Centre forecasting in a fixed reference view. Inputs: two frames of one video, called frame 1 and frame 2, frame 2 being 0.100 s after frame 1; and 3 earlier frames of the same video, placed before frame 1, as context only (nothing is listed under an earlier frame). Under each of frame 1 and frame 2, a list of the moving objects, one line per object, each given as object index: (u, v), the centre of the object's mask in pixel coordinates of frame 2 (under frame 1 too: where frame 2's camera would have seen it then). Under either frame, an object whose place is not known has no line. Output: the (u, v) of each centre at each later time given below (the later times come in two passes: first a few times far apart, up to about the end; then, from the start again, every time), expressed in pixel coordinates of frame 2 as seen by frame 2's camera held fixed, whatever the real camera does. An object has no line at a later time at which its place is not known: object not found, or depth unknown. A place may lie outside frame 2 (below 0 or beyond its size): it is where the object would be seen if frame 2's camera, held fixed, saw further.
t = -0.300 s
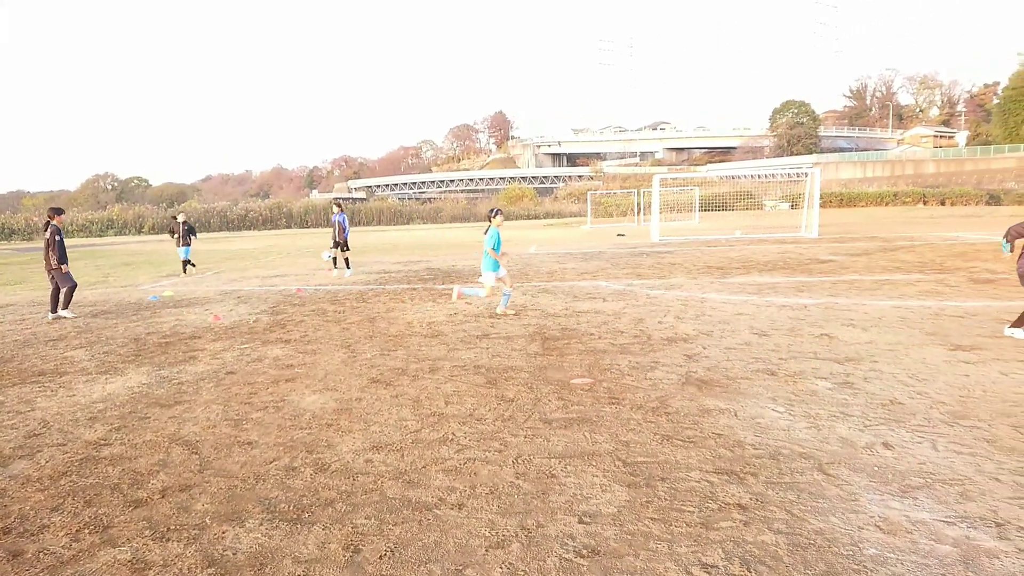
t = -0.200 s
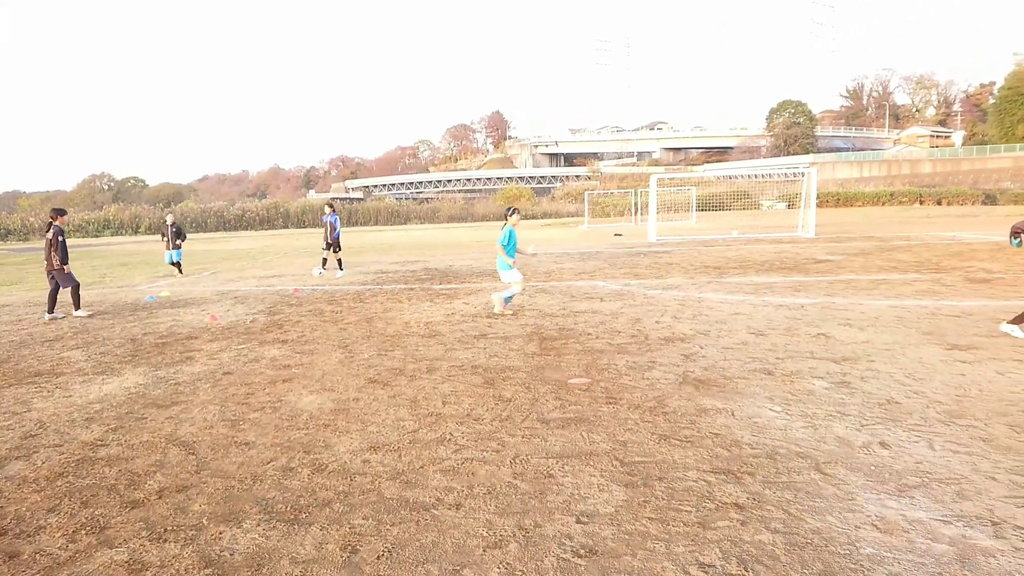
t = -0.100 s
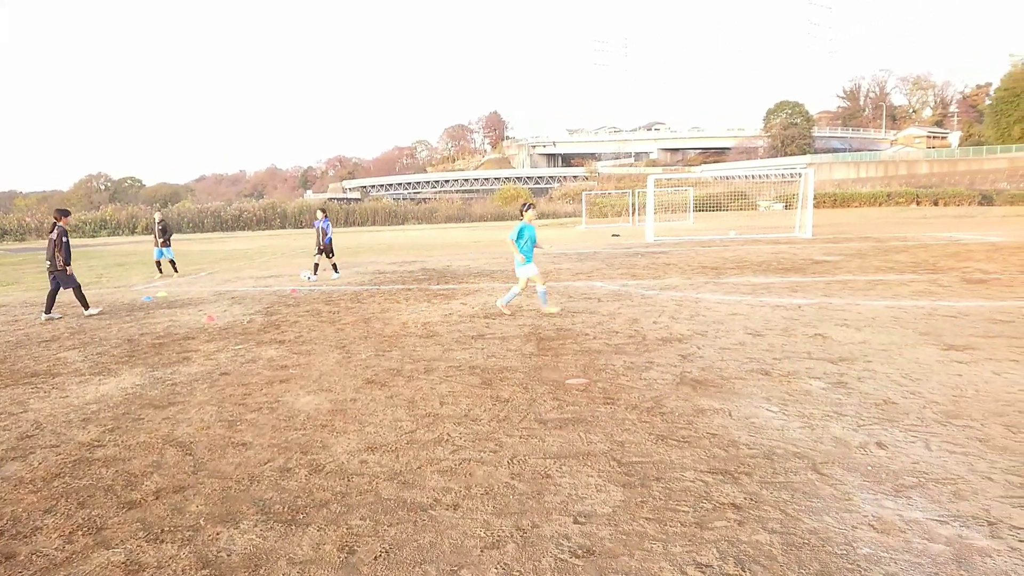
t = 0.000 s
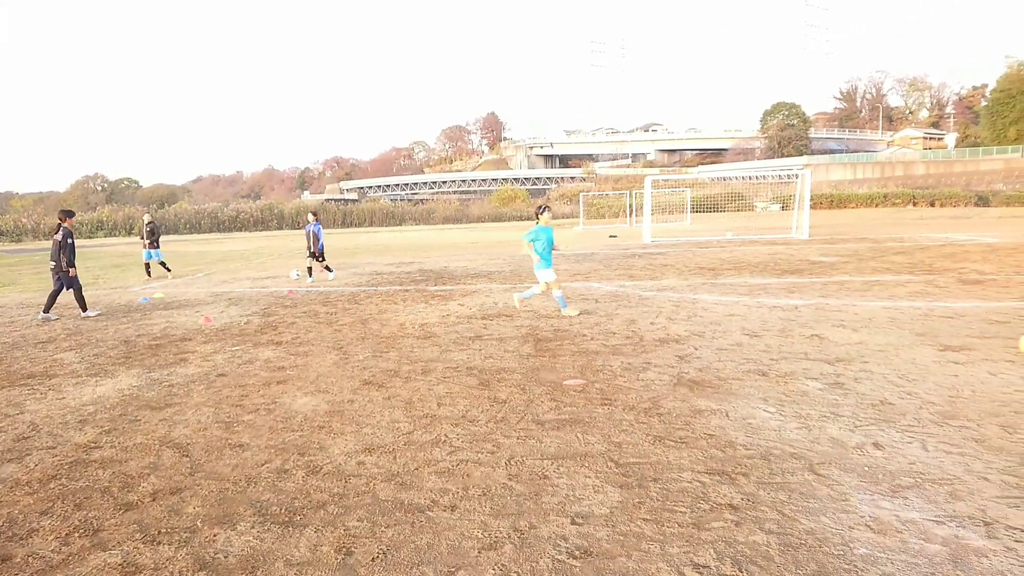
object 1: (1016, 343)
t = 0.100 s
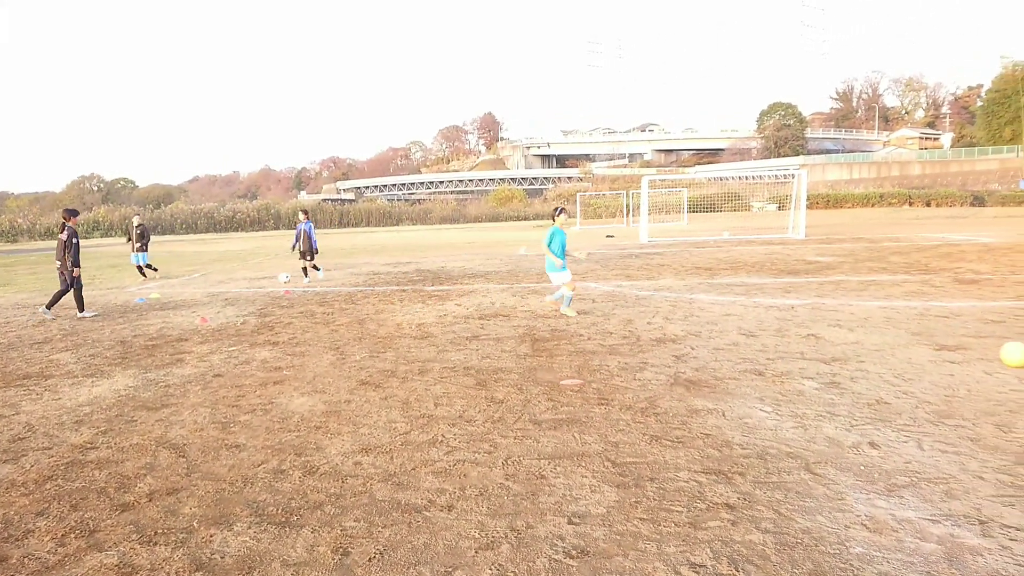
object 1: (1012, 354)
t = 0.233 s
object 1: (1002, 364)
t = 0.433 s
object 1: (986, 377)
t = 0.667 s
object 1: (966, 399)
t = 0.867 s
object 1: (944, 419)
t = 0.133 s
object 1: (1011, 355)
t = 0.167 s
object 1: (1009, 357)
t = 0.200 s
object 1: (1005, 360)
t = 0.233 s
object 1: (1002, 364)
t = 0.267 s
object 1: (999, 366)
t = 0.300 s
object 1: (997, 366)
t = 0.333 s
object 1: (994, 368)
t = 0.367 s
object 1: (991, 372)
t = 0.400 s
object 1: (989, 376)
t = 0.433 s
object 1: (986, 377)
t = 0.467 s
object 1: (983, 379)
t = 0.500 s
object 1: (981, 383)
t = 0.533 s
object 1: (978, 386)
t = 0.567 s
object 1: (975, 388)
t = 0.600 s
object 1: (972, 392)
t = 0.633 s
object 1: (969, 396)
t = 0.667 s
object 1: (966, 399)
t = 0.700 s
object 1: (962, 403)
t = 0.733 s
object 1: (959, 405)
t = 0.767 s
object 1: (955, 407)
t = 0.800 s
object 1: (952, 411)
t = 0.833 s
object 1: (948, 416)
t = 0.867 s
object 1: (944, 419)
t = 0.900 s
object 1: (940, 424)
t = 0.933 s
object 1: (936, 426)
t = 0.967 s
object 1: (932, 429)
